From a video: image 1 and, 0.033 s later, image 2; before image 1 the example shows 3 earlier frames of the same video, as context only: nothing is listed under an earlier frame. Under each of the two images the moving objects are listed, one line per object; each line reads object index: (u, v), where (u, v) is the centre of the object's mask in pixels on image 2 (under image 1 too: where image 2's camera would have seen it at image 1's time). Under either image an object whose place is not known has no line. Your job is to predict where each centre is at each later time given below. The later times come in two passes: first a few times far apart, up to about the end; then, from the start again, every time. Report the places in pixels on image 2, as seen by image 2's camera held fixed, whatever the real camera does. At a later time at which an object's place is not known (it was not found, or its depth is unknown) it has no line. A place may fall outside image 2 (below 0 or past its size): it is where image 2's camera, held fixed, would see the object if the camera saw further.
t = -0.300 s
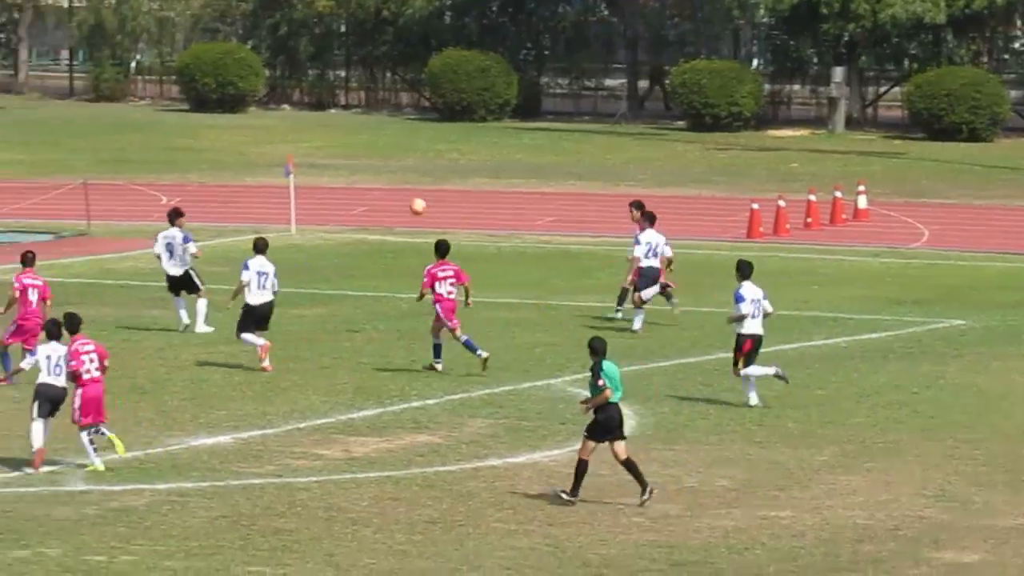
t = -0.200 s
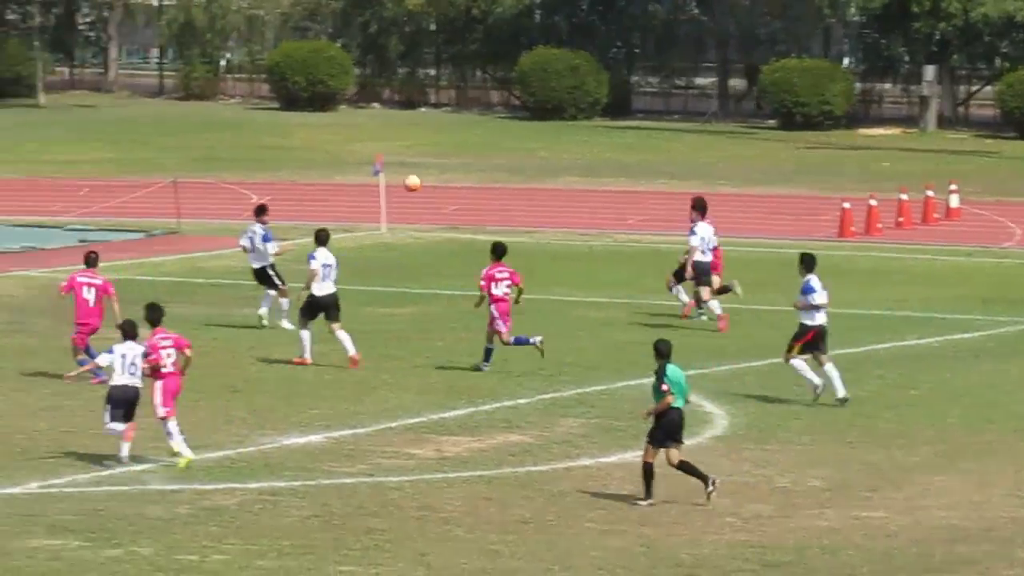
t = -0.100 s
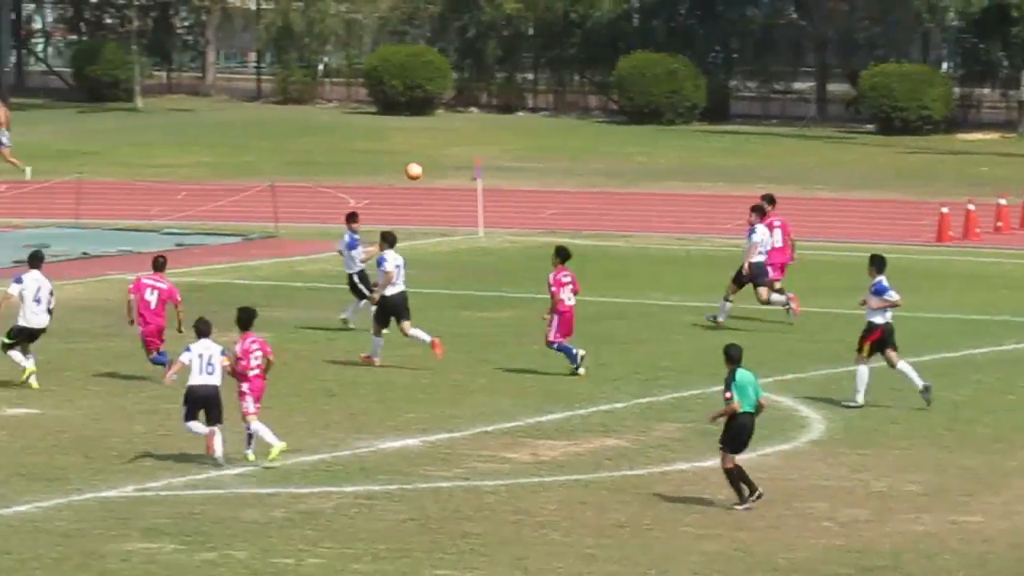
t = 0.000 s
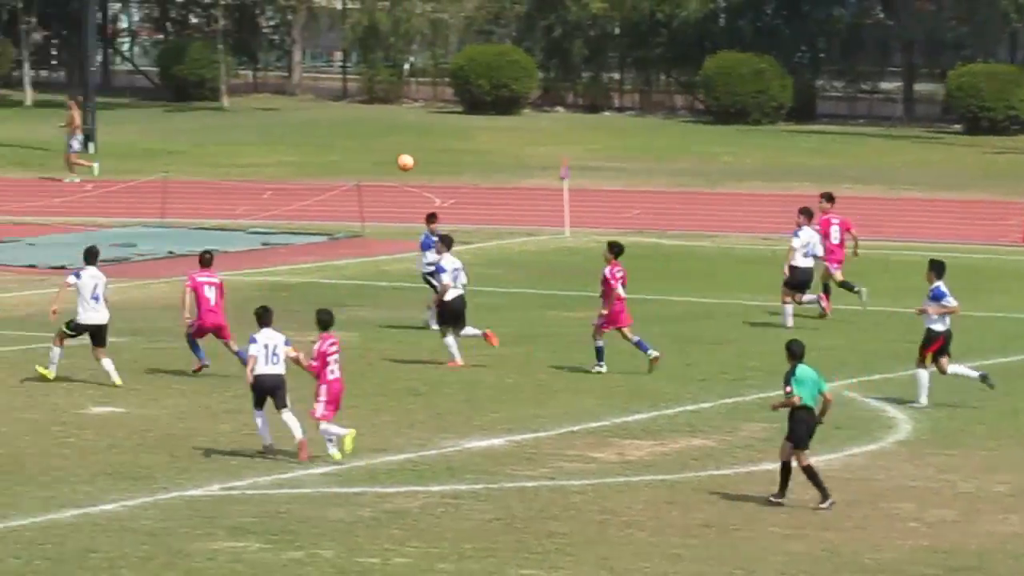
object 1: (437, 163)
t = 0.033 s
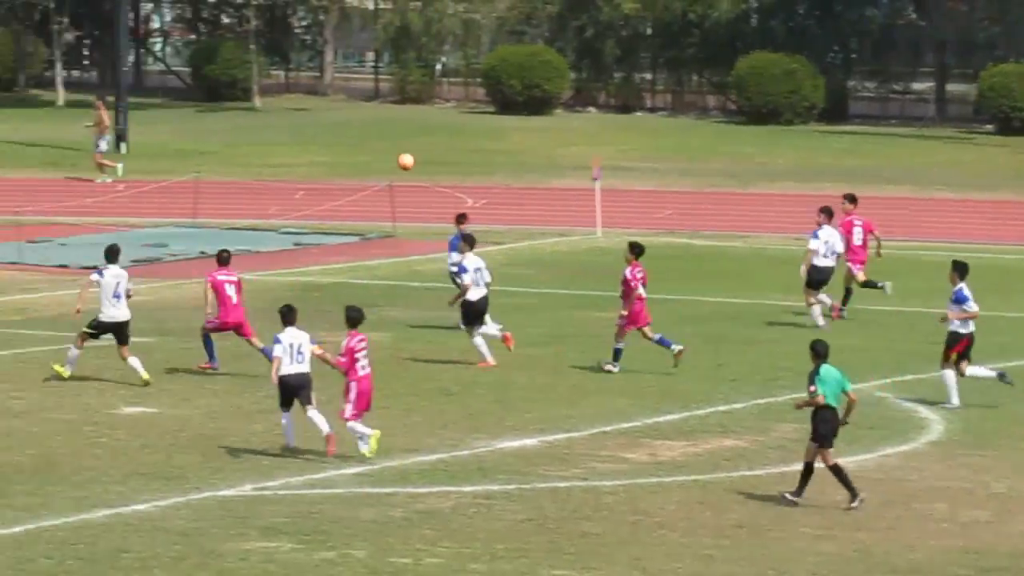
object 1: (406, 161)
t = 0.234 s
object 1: (221, 167)
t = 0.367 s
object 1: (97, 189)
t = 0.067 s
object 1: (375, 160)
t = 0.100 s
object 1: (344, 160)
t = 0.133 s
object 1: (313, 160)
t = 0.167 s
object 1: (283, 161)
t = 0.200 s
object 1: (252, 163)
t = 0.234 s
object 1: (221, 167)
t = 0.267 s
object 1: (191, 171)
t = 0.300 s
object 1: (160, 176)
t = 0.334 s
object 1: (129, 183)
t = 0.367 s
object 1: (97, 189)
